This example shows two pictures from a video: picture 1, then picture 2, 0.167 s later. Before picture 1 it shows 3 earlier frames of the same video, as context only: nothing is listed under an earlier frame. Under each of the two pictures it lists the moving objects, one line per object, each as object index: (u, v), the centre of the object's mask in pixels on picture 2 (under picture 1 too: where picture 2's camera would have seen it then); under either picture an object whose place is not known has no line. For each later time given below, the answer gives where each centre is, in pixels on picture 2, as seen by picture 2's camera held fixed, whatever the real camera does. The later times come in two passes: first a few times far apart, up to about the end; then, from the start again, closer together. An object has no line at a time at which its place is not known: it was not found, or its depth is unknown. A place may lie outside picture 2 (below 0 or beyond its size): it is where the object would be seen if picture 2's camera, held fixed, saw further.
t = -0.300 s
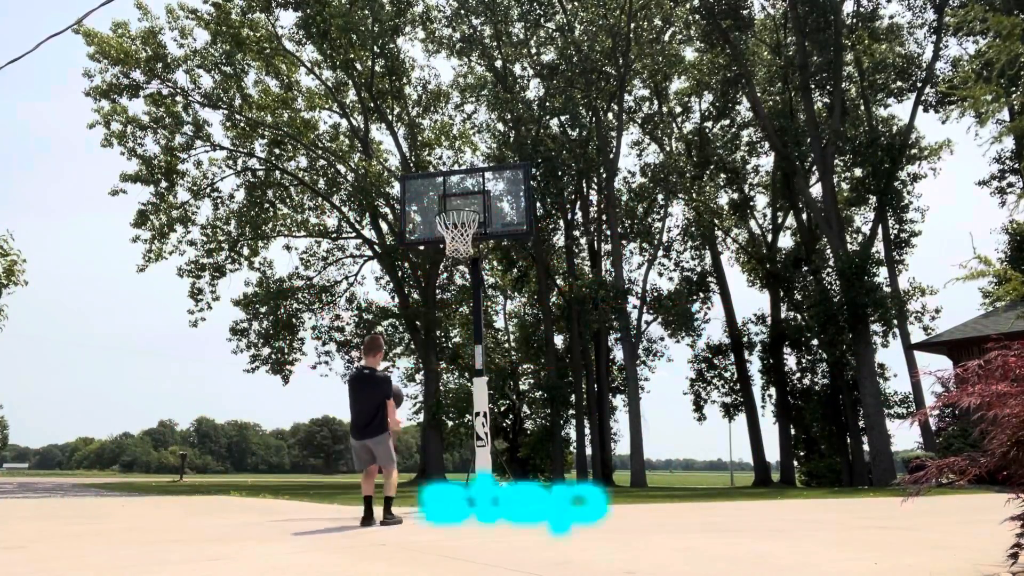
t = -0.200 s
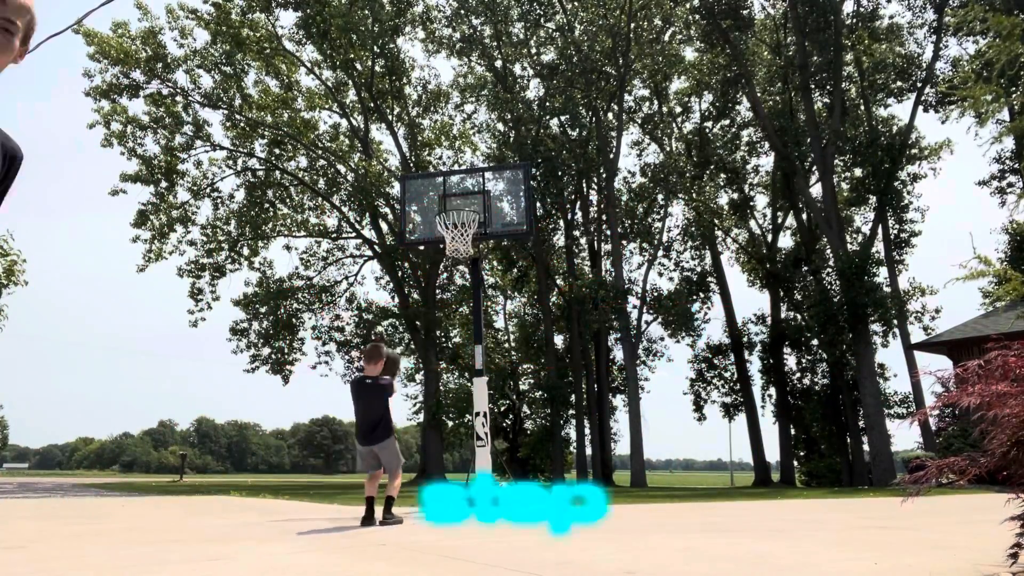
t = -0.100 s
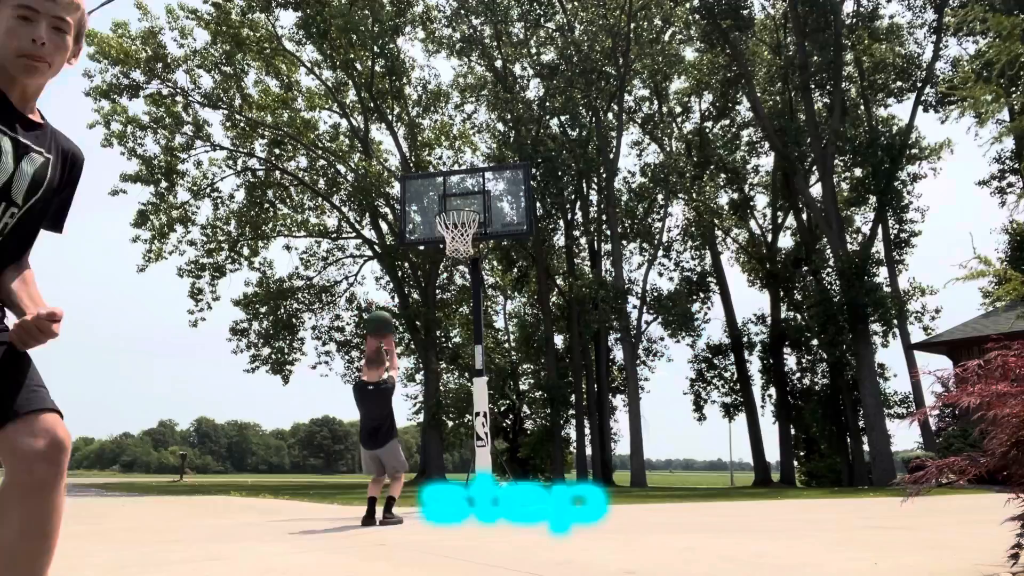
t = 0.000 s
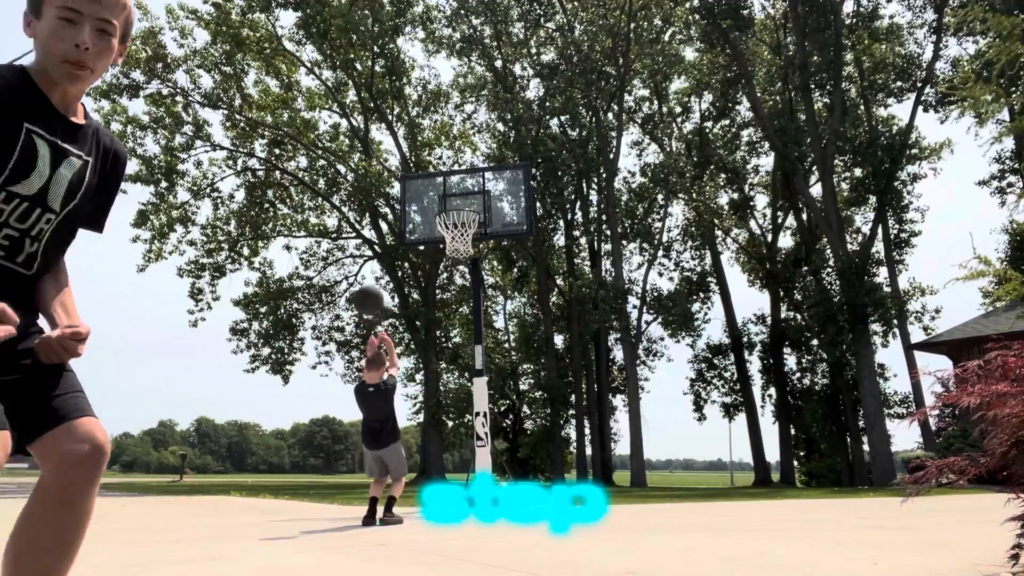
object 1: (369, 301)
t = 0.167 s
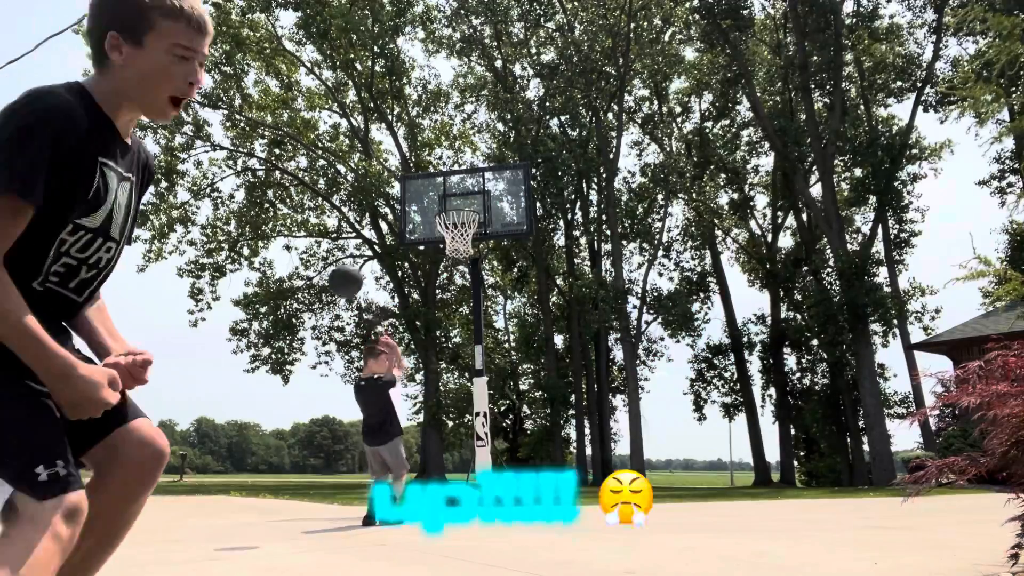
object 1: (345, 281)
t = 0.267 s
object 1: (327, 288)
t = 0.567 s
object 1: (245, 430)
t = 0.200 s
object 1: (339, 282)
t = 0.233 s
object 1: (333, 284)
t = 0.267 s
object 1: (327, 288)
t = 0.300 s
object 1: (321, 293)
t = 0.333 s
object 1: (314, 301)
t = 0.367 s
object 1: (306, 310)
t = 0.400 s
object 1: (297, 323)
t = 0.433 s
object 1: (288, 338)
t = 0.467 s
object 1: (279, 355)
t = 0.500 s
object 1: (268, 376)
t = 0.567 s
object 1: (245, 430)
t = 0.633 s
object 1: (216, 502)
